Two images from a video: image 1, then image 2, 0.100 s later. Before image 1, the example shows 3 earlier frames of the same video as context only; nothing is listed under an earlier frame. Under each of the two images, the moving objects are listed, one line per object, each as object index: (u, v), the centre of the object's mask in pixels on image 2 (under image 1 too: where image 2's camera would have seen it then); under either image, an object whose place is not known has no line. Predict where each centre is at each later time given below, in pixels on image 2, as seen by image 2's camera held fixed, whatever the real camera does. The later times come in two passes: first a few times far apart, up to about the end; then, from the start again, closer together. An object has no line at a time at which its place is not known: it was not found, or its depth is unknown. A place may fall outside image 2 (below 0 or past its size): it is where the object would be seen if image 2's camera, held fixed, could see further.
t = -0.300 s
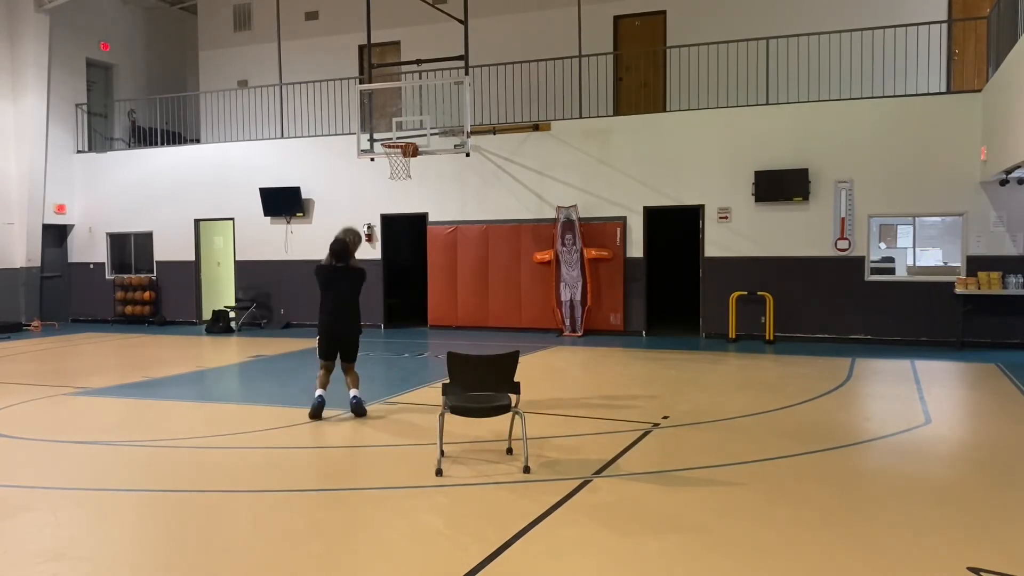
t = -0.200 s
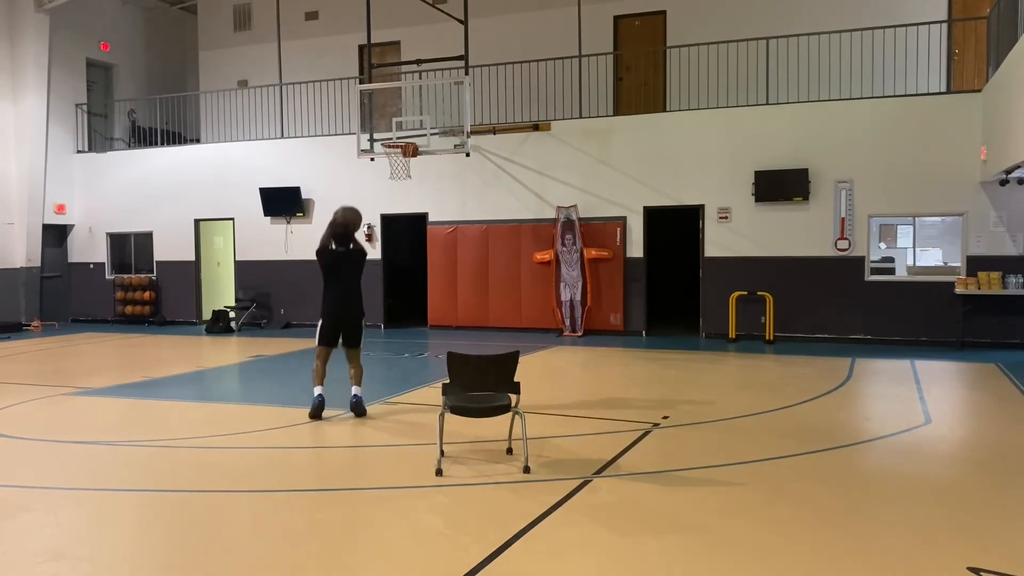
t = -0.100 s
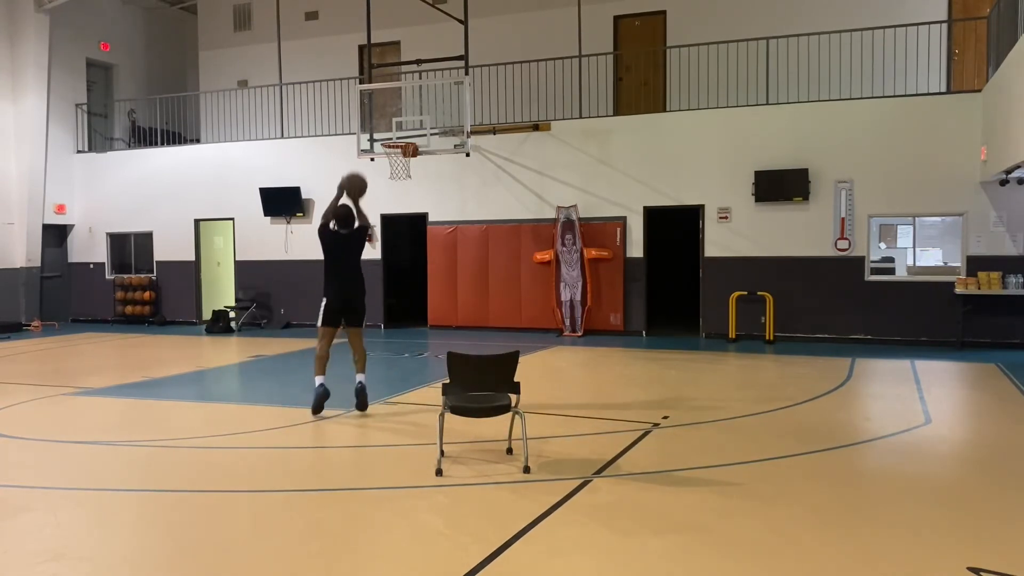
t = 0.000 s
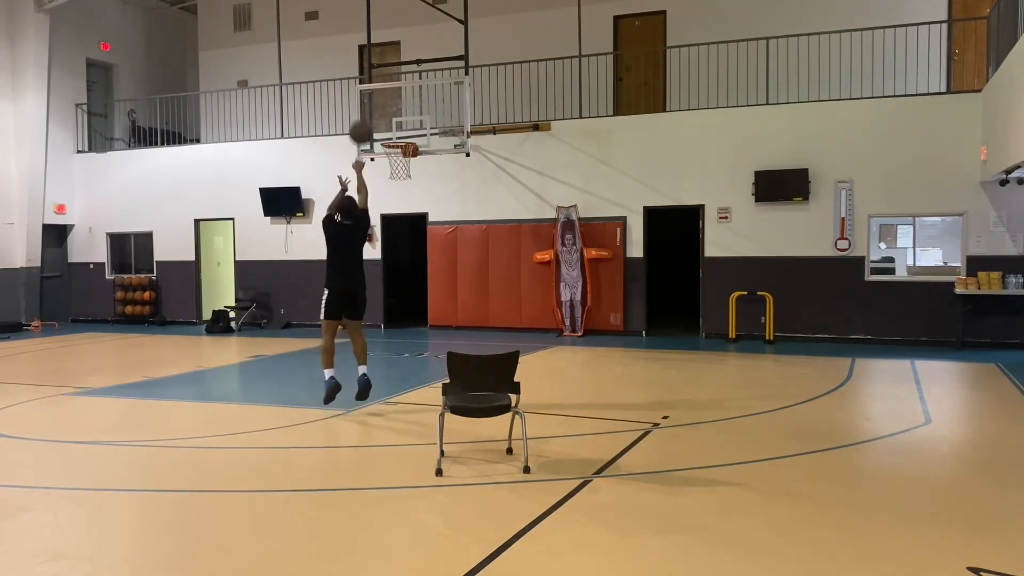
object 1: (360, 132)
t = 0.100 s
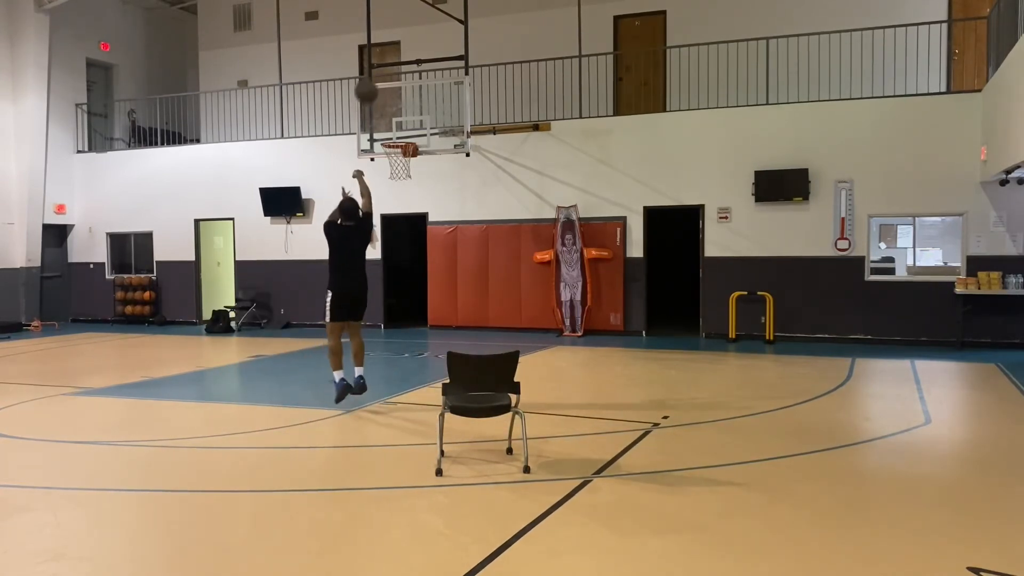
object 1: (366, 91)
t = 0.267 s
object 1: (374, 52)
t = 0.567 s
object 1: (387, 49)
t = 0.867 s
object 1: (399, 111)
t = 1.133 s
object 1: (397, 181)
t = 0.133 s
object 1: (368, 81)
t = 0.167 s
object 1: (369, 72)
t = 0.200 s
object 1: (371, 62)
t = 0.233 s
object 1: (372, 57)
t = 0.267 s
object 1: (374, 52)
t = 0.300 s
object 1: (375, 47)
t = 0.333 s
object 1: (377, 44)
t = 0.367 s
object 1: (379, 42)
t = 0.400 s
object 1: (381, 40)
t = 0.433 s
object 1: (382, 40)
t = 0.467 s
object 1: (384, 41)
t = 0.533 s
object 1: (386, 45)
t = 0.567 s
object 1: (387, 49)
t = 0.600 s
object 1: (390, 54)
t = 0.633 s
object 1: (390, 58)
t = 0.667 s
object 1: (392, 64)
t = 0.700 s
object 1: (393, 70)
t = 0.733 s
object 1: (394, 77)
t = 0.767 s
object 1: (395, 85)
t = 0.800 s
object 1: (397, 93)
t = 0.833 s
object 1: (398, 101)
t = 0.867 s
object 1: (399, 111)
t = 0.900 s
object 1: (400, 121)
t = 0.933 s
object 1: (401, 131)
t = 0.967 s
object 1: (402, 139)
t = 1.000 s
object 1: (402, 155)
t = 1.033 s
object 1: (402, 162)
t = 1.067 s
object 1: (400, 167)
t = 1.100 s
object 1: (399, 174)
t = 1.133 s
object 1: (397, 181)
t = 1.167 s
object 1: (396, 190)
